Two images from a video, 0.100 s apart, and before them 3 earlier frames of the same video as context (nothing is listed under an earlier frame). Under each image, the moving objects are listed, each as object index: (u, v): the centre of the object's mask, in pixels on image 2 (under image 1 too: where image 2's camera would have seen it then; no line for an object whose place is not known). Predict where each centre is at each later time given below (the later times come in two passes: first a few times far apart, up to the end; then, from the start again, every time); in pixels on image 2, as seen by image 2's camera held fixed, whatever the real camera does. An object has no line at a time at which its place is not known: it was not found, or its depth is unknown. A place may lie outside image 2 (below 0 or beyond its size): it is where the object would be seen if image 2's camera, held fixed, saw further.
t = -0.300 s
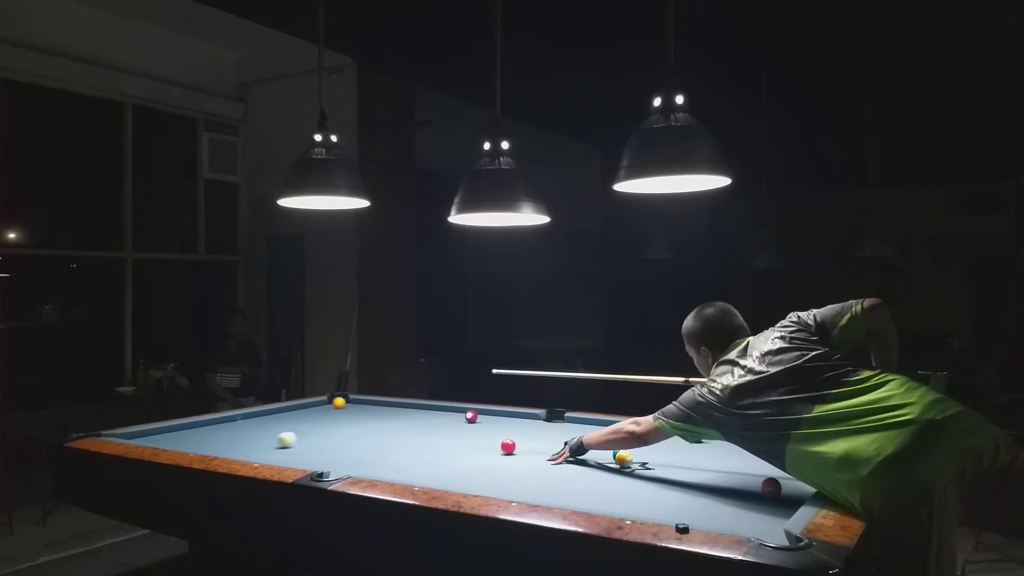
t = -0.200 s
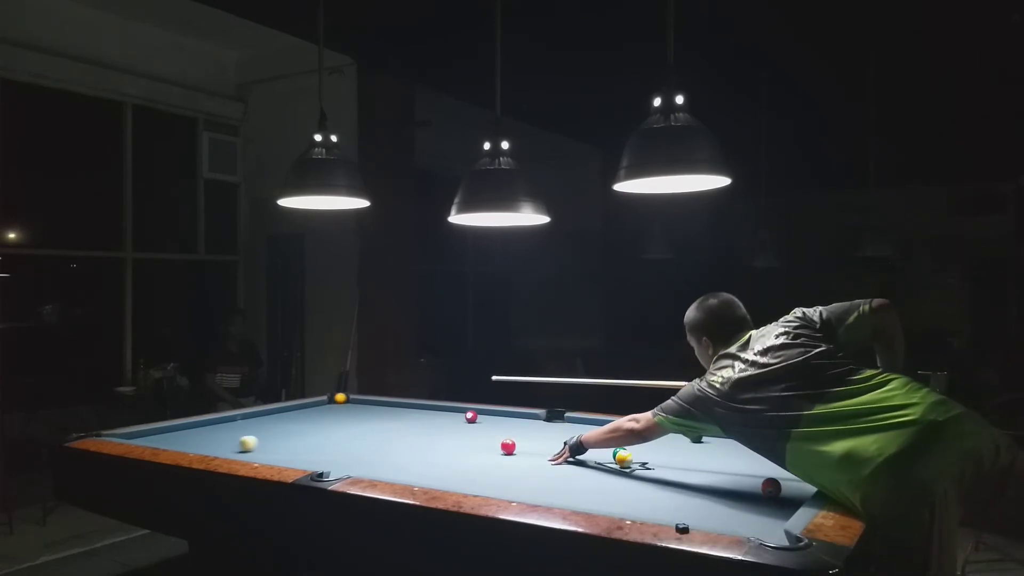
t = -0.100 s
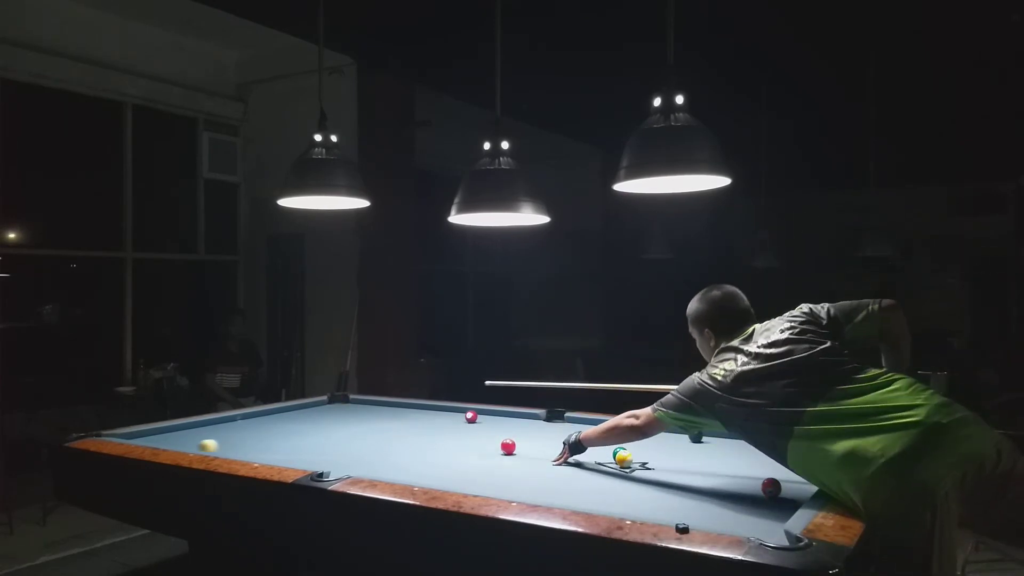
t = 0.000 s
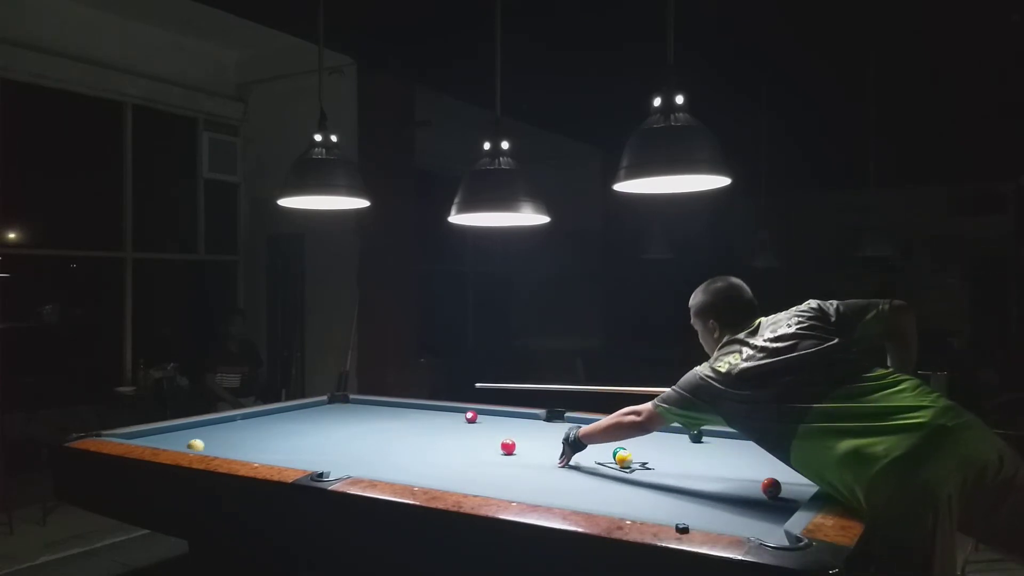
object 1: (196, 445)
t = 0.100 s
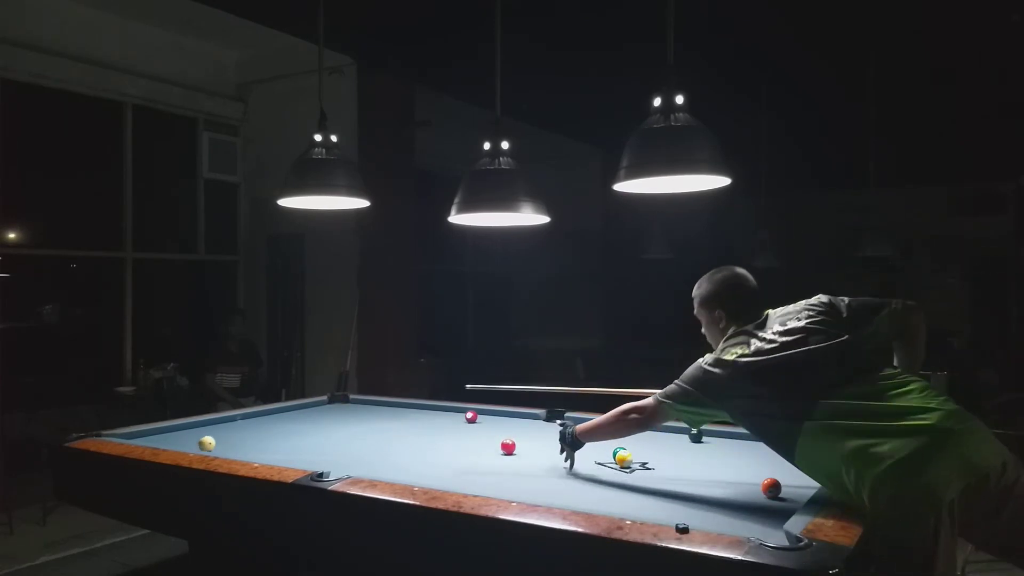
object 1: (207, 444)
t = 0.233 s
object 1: (218, 440)
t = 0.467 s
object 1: (235, 435)
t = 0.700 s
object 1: (251, 429)
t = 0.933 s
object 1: (265, 425)
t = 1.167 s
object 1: (277, 421)
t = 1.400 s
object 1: (288, 417)
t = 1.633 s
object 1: (298, 413)
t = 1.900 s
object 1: (308, 410)
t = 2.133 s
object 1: (316, 407)
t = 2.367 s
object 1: (323, 405)
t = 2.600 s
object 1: (329, 402)
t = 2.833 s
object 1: (335, 400)
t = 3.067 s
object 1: (340, 398)
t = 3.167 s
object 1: (342, 402)
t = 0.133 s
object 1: (210, 443)
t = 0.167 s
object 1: (212, 442)
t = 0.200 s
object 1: (215, 441)
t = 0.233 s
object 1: (218, 440)
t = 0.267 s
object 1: (220, 439)
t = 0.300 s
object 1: (223, 439)
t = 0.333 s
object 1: (226, 438)
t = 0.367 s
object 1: (228, 437)
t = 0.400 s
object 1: (230, 436)
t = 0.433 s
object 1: (233, 435)
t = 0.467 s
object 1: (235, 435)
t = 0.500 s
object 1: (238, 434)
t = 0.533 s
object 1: (240, 433)
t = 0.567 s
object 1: (242, 432)
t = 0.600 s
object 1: (245, 432)
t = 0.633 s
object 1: (247, 431)
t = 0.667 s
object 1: (249, 430)
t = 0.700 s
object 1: (251, 429)
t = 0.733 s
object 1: (253, 429)
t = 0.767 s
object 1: (255, 428)
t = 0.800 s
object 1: (257, 428)
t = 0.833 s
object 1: (259, 427)
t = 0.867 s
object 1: (261, 426)
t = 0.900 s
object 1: (263, 425)
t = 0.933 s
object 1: (265, 425)
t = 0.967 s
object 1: (267, 424)
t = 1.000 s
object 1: (268, 424)
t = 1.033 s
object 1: (270, 423)
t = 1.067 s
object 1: (272, 423)
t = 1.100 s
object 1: (274, 422)
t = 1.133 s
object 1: (276, 421)
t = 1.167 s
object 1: (277, 421)
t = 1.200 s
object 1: (279, 420)
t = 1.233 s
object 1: (280, 420)
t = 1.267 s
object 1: (282, 419)
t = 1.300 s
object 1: (284, 419)
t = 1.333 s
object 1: (285, 418)
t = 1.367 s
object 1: (287, 417)
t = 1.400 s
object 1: (288, 417)
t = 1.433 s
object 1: (290, 417)
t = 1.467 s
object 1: (291, 416)
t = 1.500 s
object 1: (293, 415)
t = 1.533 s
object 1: (294, 415)
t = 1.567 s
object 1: (295, 414)
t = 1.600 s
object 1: (297, 414)
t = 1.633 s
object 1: (298, 413)
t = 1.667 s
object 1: (300, 413)
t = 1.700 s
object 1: (301, 412)
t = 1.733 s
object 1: (302, 412)
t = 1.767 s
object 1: (303, 412)
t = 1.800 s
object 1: (305, 411)
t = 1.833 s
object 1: (306, 411)
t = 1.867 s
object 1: (307, 410)
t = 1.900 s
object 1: (308, 410)
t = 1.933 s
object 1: (309, 410)
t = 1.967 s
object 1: (310, 409)
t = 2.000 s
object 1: (312, 409)
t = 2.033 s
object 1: (313, 408)
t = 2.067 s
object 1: (314, 408)
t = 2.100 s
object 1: (315, 408)
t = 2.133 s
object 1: (316, 407)
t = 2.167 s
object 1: (317, 407)
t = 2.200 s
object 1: (318, 407)
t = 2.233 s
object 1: (319, 406)
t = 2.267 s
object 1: (320, 406)
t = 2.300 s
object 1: (321, 405)
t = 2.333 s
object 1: (322, 405)
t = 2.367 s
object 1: (323, 405)
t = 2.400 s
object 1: (324, 404)
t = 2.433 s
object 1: (325, 404)
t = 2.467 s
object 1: (326, 404)
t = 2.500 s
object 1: (327, 403)
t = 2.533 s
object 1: (327, 403)
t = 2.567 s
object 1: (328, 403)
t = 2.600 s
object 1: (329, 402)
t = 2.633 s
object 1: (330, 402)
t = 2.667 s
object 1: (331, 402)
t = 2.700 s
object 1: (332, 402)
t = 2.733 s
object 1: (333, 401)
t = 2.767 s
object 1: (334, 401)
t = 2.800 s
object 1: (334, 401)
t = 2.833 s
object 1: (335, 400)
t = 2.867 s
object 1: (336, 400)
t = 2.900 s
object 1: (336, 400)
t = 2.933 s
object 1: (338, 399)
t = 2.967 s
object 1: (338, 399)
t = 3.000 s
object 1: (339, 399)
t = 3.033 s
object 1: (340, 399)
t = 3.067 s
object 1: (340, 398)
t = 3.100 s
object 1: (341, 399)
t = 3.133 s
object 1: (341, 400)
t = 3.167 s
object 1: (342, 402)
